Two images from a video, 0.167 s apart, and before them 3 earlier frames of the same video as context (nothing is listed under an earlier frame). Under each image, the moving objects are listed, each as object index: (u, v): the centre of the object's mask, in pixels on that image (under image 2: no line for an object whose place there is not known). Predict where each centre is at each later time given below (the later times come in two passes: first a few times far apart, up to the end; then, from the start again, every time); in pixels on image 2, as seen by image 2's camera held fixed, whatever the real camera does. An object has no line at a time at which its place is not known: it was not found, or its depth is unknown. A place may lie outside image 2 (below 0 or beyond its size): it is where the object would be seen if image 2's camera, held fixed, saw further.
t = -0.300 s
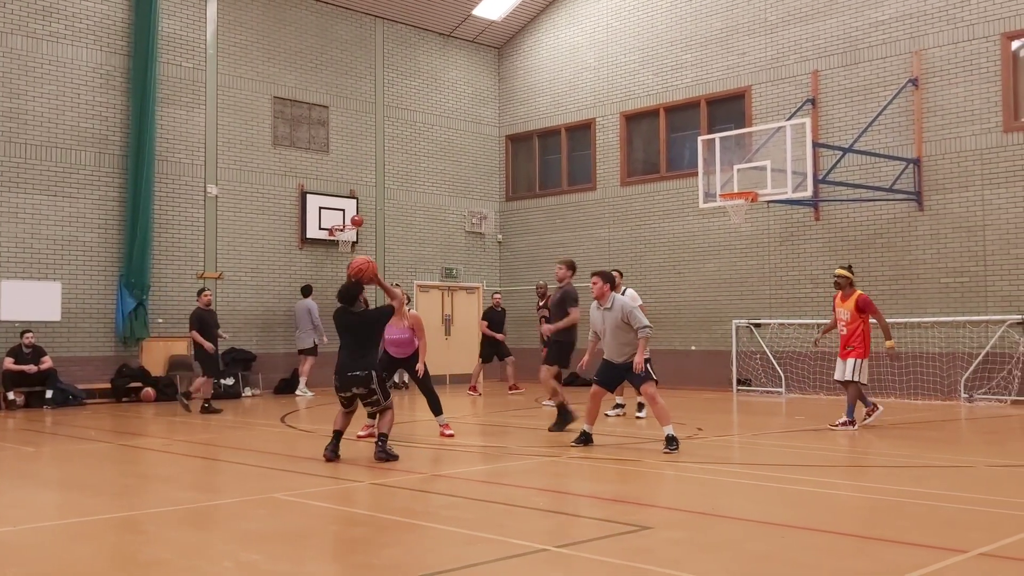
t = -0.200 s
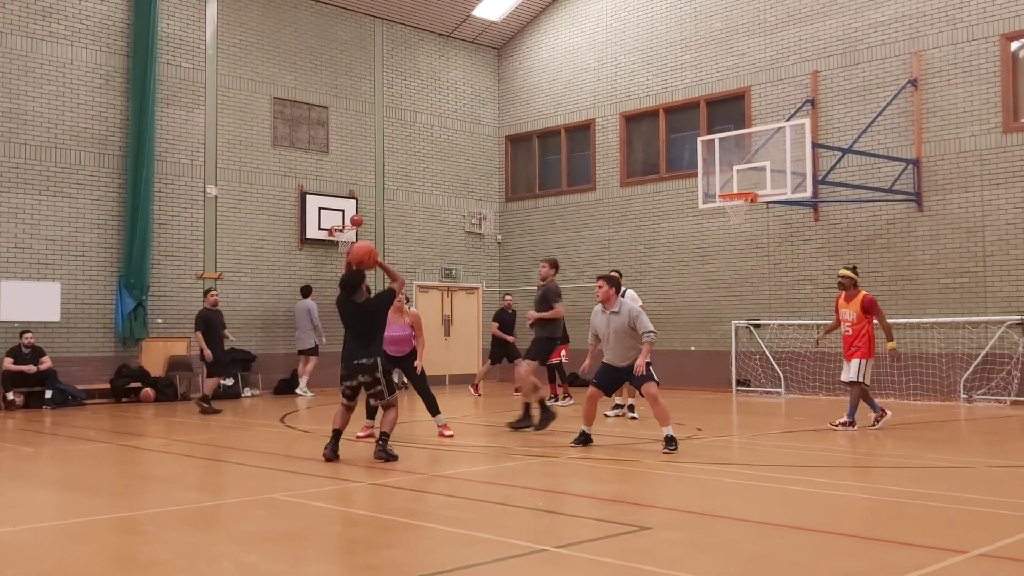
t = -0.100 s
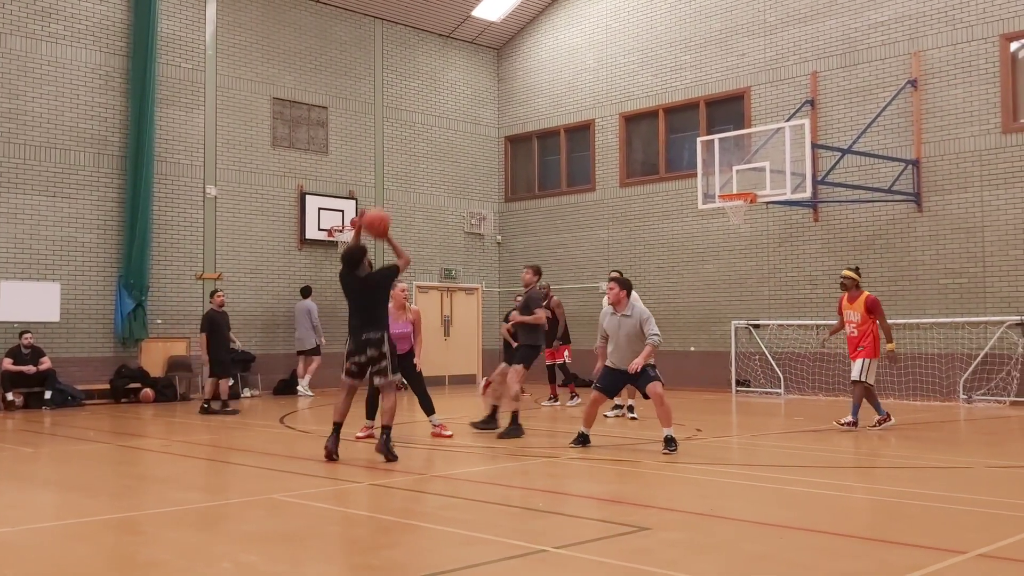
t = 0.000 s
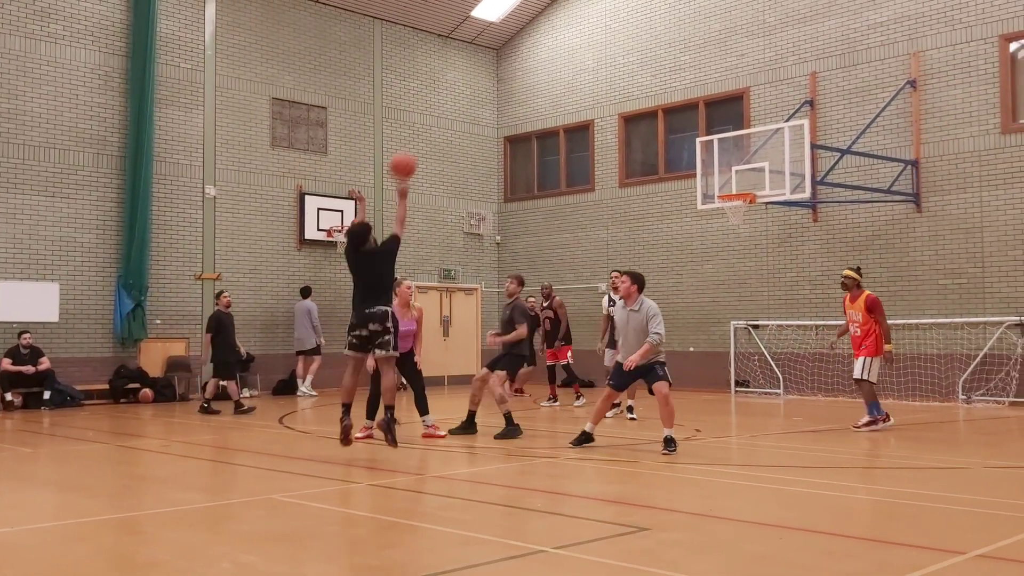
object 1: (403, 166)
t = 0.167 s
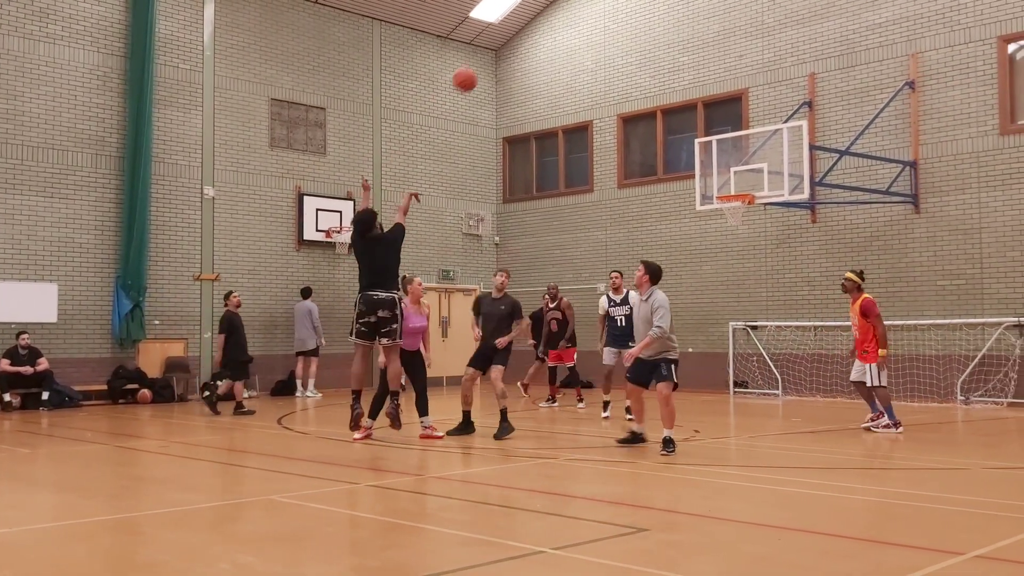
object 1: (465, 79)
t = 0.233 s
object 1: (488, 56)
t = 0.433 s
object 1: (549, 16)
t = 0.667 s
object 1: (609, 17)
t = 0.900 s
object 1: (659, 59)
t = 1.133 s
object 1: (703, 130)
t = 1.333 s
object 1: (741, 205)
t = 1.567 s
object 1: (726, 211)
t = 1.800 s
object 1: (704, 247)
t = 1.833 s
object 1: (701, 255)
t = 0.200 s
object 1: (476, 66)
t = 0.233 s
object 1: (488, 56)
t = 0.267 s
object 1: (499, 46)
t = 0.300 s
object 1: (509, 38)
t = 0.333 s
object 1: (519, 30)
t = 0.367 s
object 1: (530, 24)
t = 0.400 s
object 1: (540, 19)
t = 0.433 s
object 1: (549, 16)
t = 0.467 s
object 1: (558, 13)
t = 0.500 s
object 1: (567, 12)
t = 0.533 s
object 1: (576, 11)
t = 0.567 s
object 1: (584, 11)
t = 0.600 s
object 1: (593, 12)
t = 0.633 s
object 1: (601, 15)
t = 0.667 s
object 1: (609, 17)
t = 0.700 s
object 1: (616, 21)
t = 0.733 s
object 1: (624, 26)
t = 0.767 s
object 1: (631, 31)
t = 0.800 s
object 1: (639, 37)
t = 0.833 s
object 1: (645, 43)
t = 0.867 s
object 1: (653, 51)
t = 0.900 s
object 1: (659, 59)
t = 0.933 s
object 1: (666, 68)
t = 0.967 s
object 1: (673, 77)
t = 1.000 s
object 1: (679, 87)
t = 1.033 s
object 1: (686, 98)
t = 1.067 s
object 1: (690, 108)
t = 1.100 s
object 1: (697, 119)
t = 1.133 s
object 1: (703, 130)
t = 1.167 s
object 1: (708, 145)
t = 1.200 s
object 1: (714, 158)
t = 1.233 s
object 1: (720, 173)
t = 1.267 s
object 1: (724, 187)
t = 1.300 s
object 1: (731, 200)
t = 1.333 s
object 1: (741, 205)
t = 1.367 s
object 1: (745, 208)
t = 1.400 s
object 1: (744, 206)
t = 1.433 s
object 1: (741, 206)
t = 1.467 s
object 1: (738, 207)
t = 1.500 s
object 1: (734, 208)
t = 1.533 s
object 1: (730, 209)
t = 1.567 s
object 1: (726, 211)
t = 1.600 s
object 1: (723, 214)
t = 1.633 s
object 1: (719, 217)
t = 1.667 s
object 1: (717, 221)
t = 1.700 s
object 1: (713, 227)
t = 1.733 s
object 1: (710, 233)
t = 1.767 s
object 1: (707, 239)
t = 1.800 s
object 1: (704, 247)
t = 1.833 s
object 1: (701, 255)
